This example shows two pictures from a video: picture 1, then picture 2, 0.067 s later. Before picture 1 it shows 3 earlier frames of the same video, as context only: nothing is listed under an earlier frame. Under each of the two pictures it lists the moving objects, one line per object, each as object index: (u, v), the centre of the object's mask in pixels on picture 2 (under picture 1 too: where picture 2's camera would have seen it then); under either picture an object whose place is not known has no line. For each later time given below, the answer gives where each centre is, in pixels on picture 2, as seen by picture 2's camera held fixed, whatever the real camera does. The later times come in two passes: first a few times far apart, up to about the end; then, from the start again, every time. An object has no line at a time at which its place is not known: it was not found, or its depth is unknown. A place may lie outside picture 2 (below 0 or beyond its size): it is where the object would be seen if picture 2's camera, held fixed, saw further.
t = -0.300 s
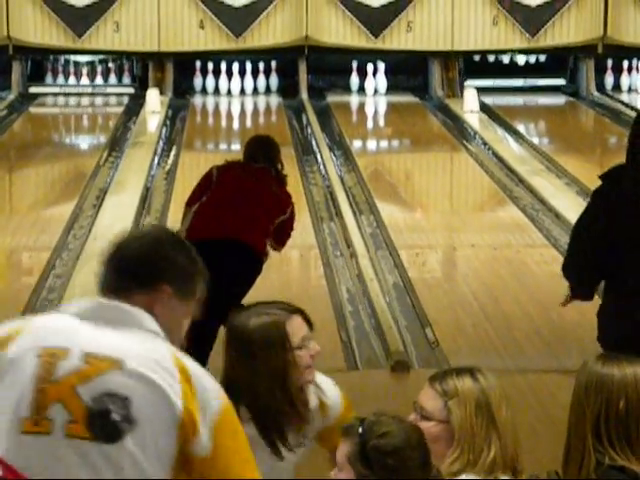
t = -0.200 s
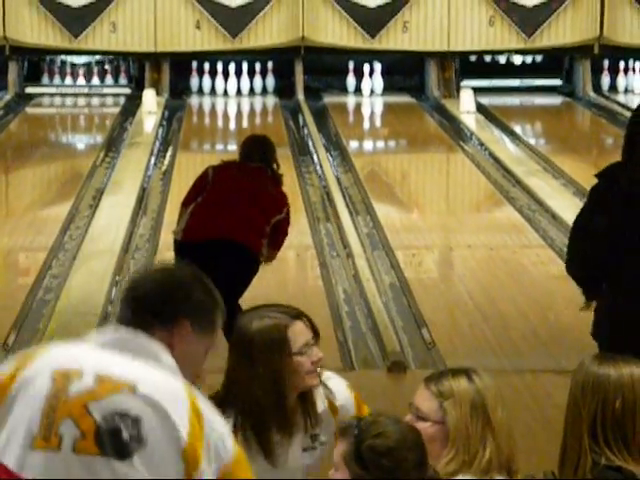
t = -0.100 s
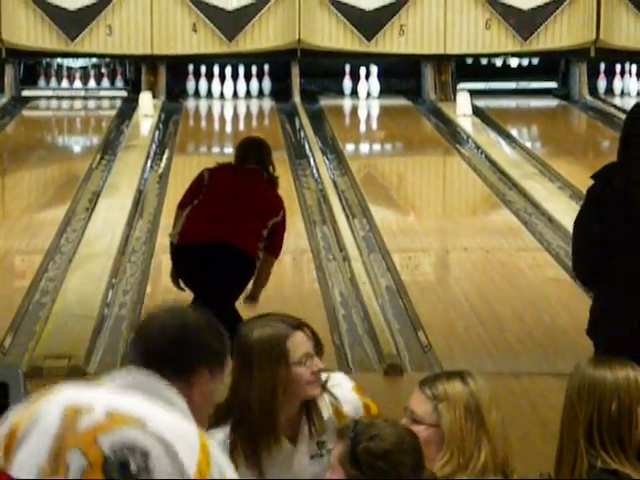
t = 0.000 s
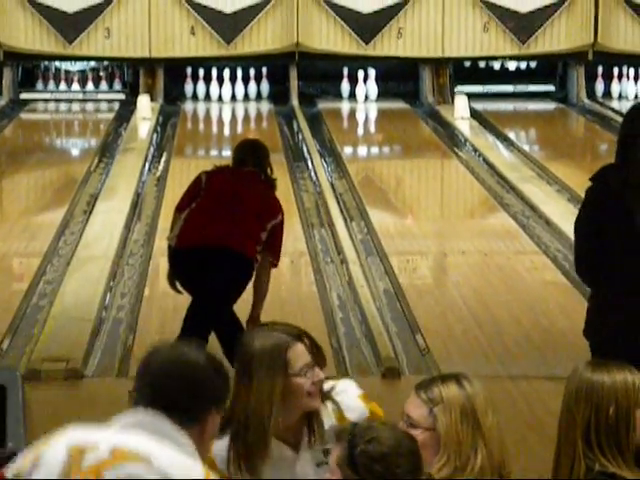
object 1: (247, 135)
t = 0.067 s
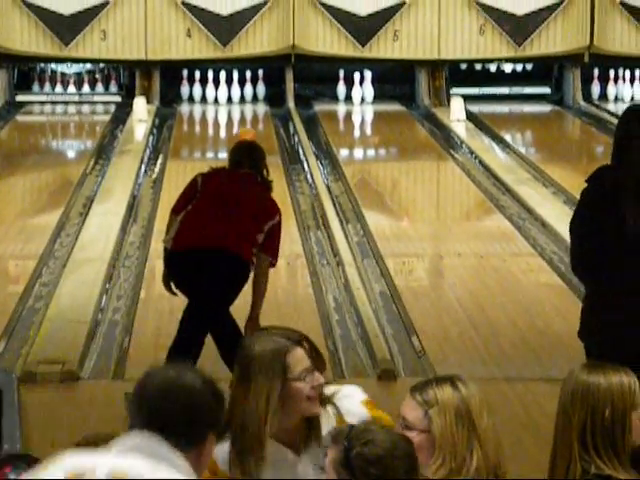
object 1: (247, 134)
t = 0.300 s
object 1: (241, 125)
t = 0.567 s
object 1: (236, 112)
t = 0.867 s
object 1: (229, 101)
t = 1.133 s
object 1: (223, 94)
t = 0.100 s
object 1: (246, 133)
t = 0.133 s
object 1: (245, 131)
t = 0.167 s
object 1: (244, 130)
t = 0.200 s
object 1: (244, 129)
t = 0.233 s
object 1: (243, 128)
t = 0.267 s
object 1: (242, 127)
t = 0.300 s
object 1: (241, 125)
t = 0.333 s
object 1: (240, 123)
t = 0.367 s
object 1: (239, 123)
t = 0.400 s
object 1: (239, 120)
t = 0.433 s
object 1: (238, 118)
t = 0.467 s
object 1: (238, 117)
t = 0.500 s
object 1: (237, 115)
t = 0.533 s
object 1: (237, 114)
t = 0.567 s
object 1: (236, 112)
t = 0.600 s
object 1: (236, 111)
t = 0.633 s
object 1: (235, 110)
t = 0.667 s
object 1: (234, 109)
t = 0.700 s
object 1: (233, 107)
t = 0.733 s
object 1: (232, 105)
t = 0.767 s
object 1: (232, 104)
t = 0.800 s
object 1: (231, 103)
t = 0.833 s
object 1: (230, 102)
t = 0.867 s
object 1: (229, 101)
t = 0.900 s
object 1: (228, 100)
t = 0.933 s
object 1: (228, 100)
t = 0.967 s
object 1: (226, 99)
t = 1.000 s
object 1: (224, 99)
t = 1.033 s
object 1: (225, 95)
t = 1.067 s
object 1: (225, 95)
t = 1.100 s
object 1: (224, 94)
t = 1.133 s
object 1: (223, 94)
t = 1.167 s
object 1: (220, 93)
